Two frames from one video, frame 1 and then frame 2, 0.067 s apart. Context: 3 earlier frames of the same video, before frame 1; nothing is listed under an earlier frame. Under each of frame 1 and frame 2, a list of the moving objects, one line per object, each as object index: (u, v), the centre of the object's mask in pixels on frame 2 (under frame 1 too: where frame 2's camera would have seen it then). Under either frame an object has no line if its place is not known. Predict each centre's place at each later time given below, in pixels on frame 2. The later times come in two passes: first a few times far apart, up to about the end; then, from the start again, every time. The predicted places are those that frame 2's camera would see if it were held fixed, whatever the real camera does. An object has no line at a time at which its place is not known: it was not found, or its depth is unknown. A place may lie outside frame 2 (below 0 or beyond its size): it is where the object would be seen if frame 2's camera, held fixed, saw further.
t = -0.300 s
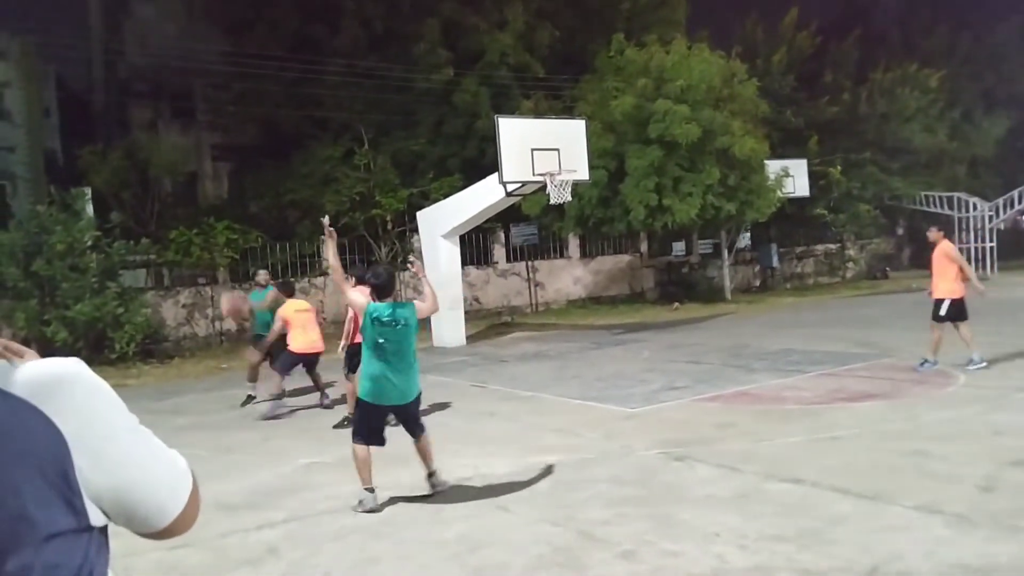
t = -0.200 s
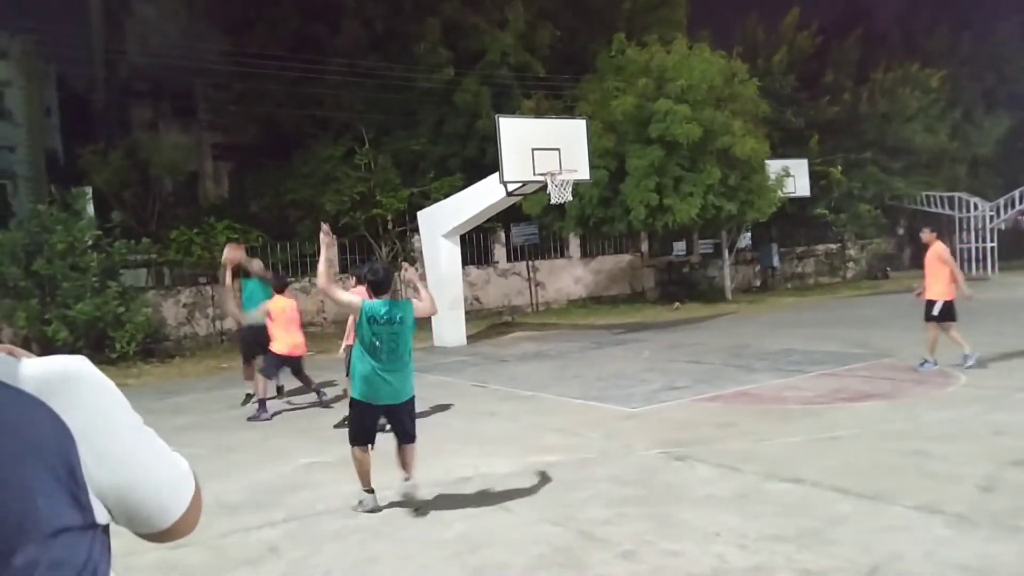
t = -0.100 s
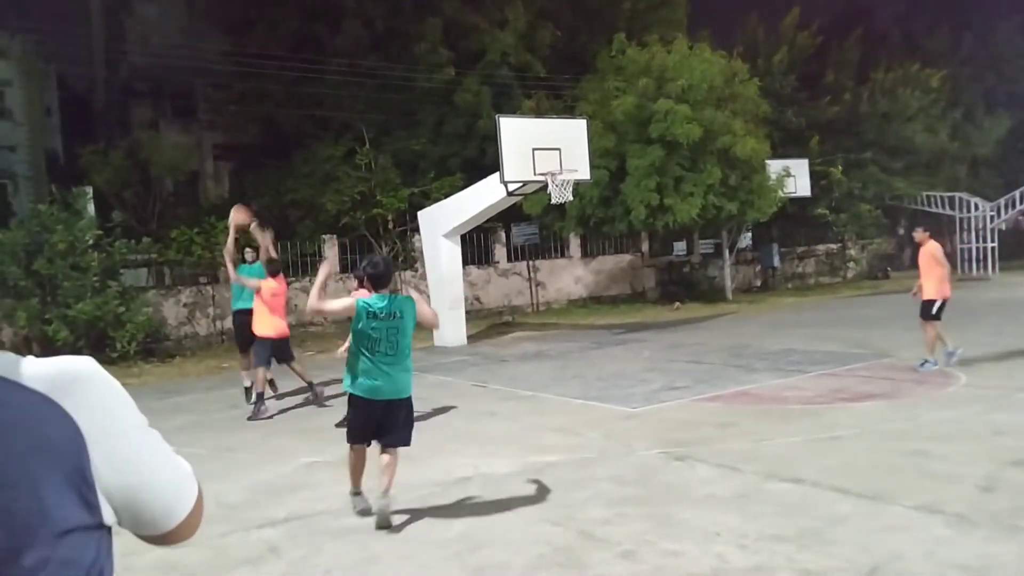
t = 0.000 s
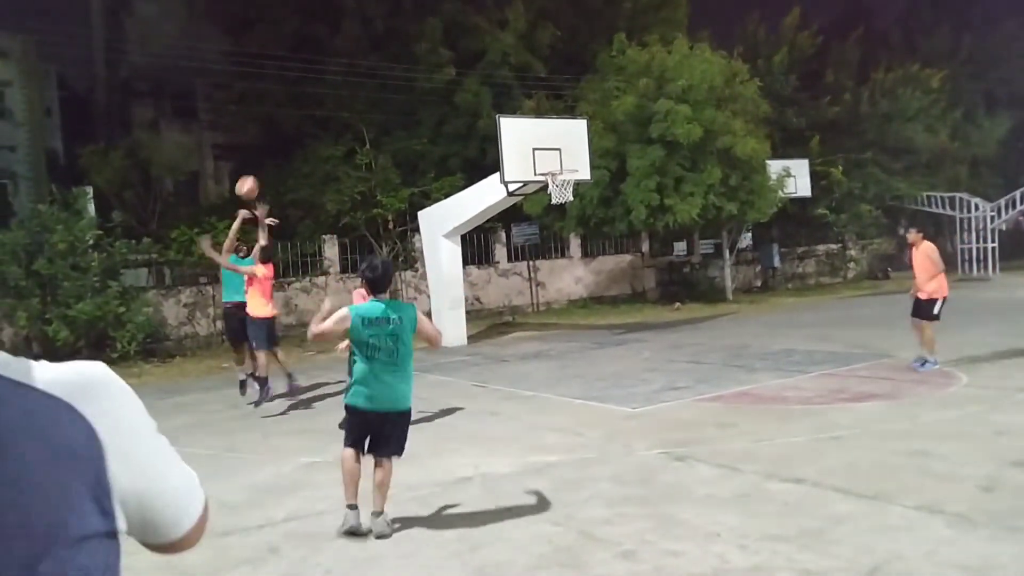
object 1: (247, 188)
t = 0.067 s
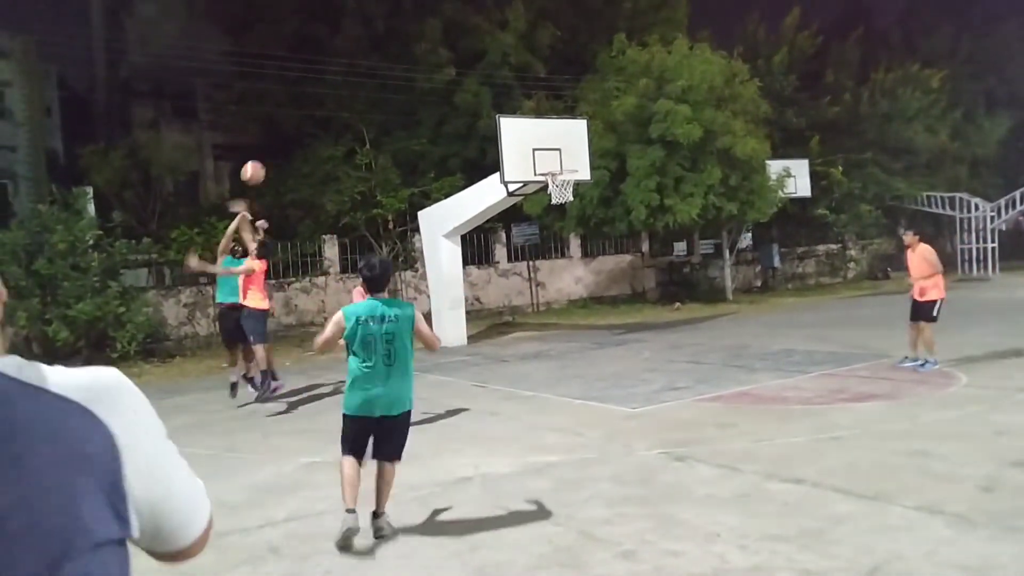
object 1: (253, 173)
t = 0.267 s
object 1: (278, 145)
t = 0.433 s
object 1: (310, 151)
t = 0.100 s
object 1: (257, 166)
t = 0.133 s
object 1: (260, 160)
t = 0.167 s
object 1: (264, 155)
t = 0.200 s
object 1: (268, 150)
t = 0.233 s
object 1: (273, 147)
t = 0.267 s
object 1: (278, 145)
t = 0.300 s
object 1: (283, 144)
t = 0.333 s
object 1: (289, 143)
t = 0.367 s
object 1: (296, 144)
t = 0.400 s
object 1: (303, 147)
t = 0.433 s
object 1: (310, 151)
